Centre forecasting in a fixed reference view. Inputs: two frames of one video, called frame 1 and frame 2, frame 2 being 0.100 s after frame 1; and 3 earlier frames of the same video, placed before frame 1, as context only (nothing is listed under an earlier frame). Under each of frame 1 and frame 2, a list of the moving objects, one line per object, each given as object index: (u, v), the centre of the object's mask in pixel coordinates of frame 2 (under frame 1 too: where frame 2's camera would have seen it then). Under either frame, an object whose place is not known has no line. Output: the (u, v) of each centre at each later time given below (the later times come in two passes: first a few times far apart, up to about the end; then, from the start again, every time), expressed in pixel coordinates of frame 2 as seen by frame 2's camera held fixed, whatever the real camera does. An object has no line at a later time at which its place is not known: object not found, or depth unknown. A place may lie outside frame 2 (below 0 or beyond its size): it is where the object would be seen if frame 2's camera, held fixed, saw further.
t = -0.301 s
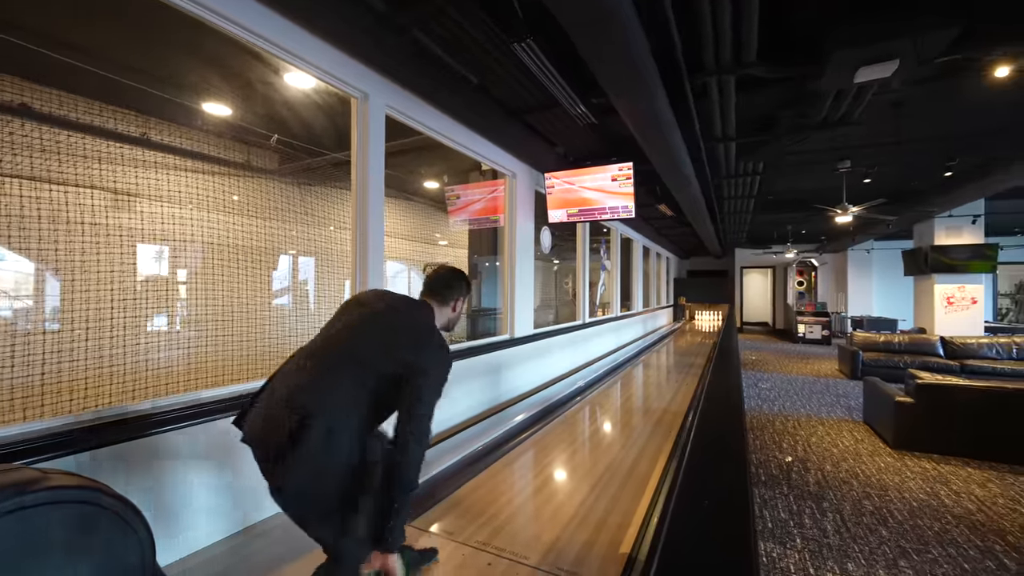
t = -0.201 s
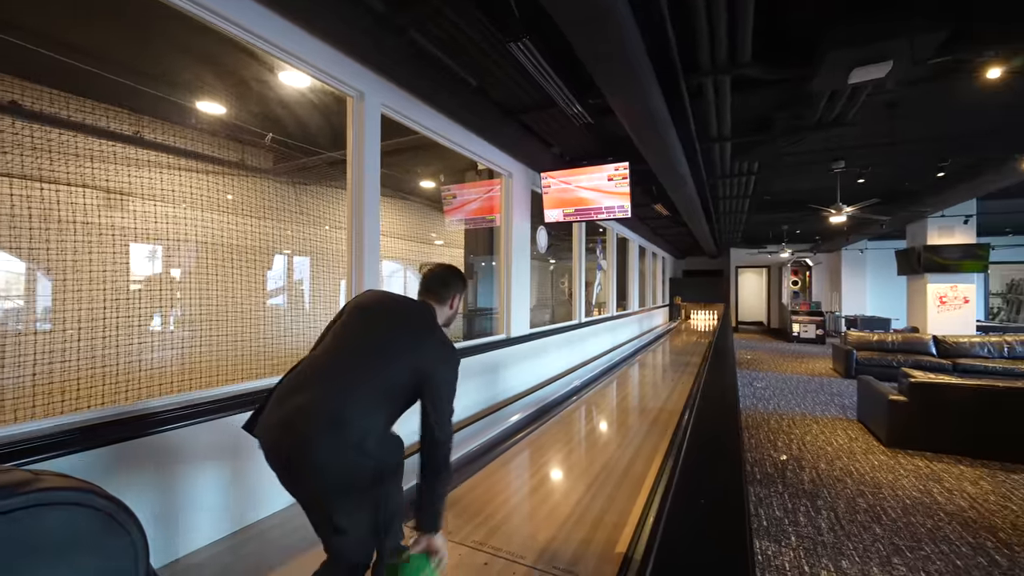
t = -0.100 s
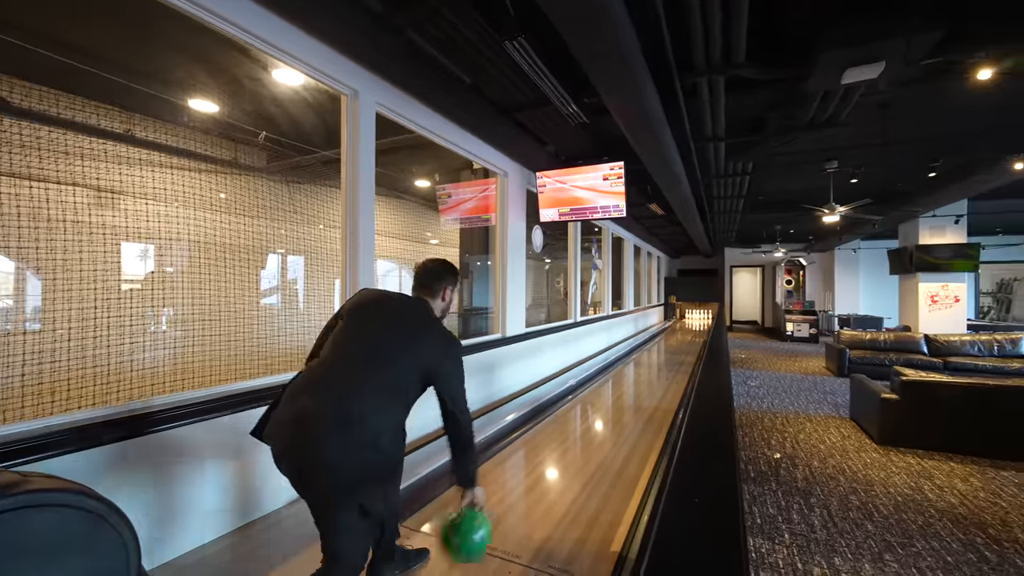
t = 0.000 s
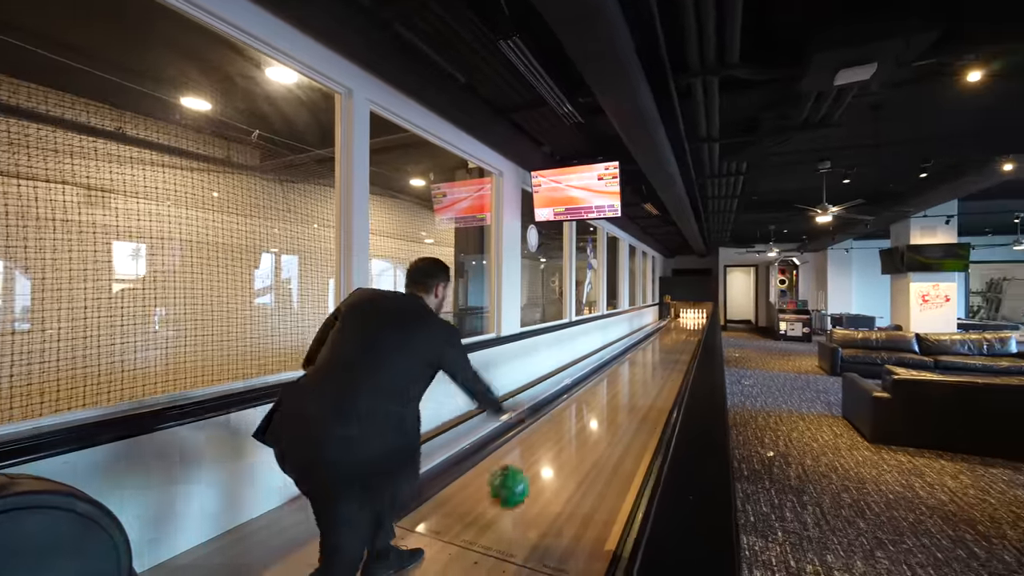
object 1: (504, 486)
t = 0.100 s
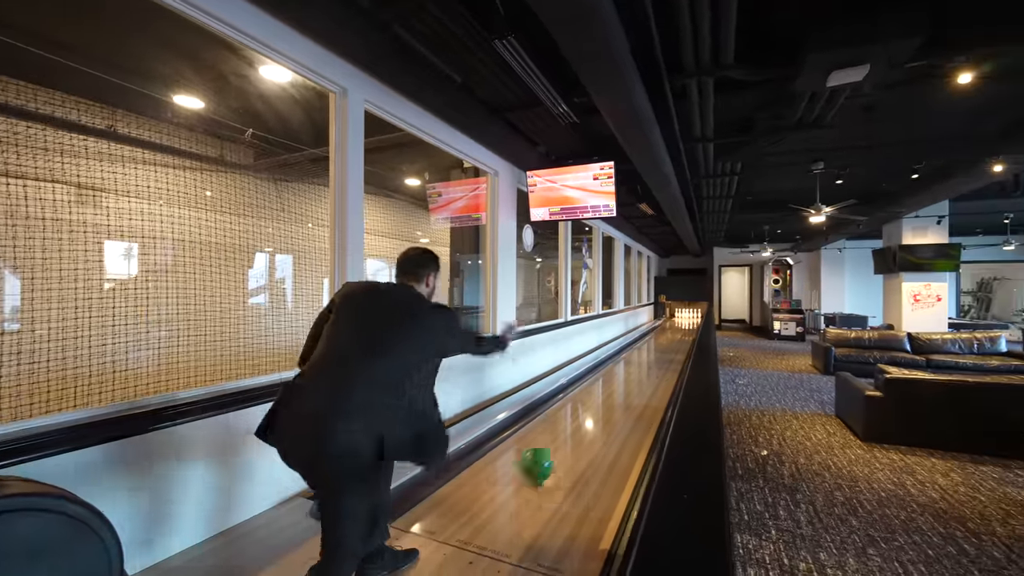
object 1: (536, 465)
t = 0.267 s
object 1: (572, 427)
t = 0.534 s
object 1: (603, 393)
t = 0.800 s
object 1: (621, 374)
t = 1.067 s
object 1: (634, 362)
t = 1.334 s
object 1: (640, 352)
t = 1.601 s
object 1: (648, 345)
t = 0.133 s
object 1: (546, 453)
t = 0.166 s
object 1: (553, 446)
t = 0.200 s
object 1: (560, 439)
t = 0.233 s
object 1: (566, 433)
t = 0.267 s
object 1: (572, 427)
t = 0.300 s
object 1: (578, 422)
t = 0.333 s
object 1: (583, 417)
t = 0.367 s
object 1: (586, 412)
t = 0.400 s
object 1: (590, 408)
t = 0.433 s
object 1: (594, 404)
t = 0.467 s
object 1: (597, 400)
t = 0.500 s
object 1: (600, 397)
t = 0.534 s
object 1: (603, 393)
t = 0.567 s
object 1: (606, 390)
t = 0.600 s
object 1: (609, 387)
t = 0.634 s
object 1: (611, 384)
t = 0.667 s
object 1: (612, 383)
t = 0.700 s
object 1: (616, 380)
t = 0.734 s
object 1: (618, 379)
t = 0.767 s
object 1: (620, 377)
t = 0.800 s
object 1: (621, 374)
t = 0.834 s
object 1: (623, 372)
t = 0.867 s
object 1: (625, 370)
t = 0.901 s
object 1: (626, 368)
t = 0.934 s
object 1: (627, 367)
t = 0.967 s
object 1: (629, 365)
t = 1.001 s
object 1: (630, 365)
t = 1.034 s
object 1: (632, 363)
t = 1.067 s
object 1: (634, 362)
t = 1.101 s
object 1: (635, 360)
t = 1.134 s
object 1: (636, 359)
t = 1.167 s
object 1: (636, 357)
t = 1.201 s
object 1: (637, 356)
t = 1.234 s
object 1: (638, 355)
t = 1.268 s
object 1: (638, 354)
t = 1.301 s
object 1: (639, 353)
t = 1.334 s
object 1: (640, 352)
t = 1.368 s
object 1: (642, 352)
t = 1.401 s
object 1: (642, 352)
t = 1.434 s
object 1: (643, 351)
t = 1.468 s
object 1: (645, 348)
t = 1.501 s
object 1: (646, 348)
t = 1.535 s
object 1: (646, 347)
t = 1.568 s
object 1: (647, 347)
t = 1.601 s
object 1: (648, 345)
